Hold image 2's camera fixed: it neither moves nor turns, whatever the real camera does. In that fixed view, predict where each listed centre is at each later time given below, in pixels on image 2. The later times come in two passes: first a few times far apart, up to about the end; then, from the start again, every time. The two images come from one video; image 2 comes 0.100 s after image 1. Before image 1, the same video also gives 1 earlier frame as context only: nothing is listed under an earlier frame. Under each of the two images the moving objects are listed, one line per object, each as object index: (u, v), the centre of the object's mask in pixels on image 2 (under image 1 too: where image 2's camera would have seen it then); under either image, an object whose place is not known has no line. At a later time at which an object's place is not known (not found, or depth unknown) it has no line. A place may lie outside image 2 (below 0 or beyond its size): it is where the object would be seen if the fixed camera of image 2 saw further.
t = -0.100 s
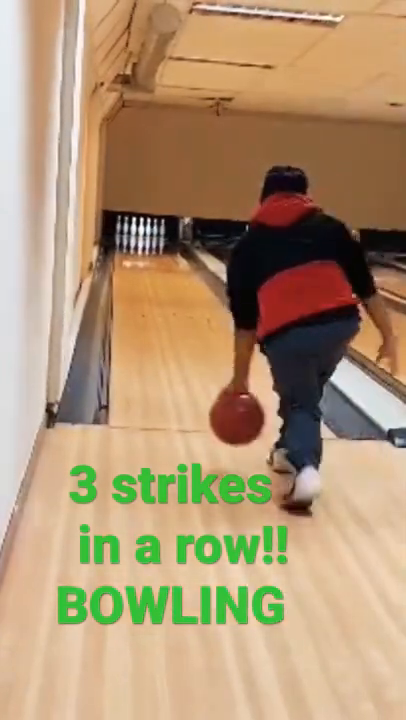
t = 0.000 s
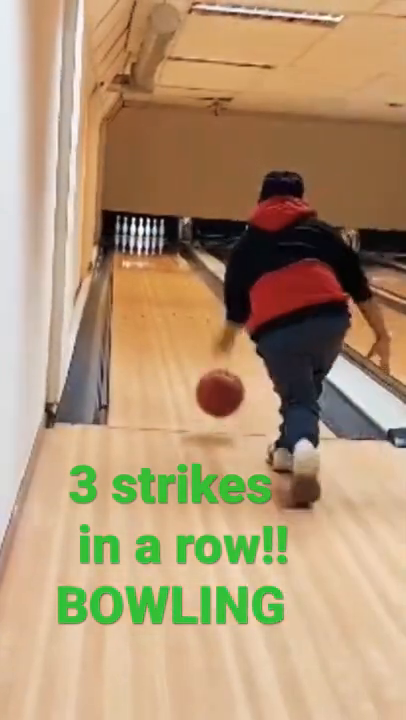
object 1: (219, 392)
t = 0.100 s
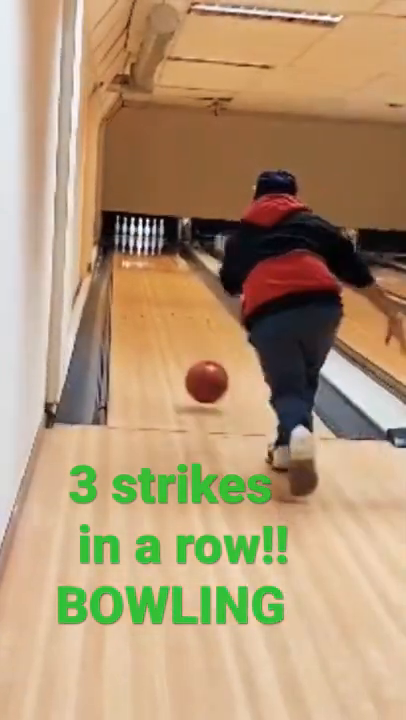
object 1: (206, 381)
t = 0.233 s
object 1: (193, 362)
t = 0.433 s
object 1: (180, 334)
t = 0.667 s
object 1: (165, 311)
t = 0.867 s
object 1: (151, 296)
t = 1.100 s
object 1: (152, 284)
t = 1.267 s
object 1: (149, 278)
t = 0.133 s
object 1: (202, 382)
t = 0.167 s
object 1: (199, 374)
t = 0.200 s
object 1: (196, 367)
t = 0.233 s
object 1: (193, 362)
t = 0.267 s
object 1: (191, 358)
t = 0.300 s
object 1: (188, 352)
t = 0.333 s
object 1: (186, 348)
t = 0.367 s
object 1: (184, 343)
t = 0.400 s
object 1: (182, 339)
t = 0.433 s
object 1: (180, 334)
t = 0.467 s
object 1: (178, 330)
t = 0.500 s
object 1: (176, 327)
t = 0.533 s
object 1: (175, 324)
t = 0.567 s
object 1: (173, 320)
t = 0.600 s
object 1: (170, 316)
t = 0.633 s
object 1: (167, 314)
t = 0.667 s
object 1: (165, 311)
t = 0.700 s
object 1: (162, 308)
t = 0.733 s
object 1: (158, 305)
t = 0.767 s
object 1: (155, 303)
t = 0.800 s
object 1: (153, 300)
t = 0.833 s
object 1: (151, 298)
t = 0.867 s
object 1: (151, 296)
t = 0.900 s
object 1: (151, 294)
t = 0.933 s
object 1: (150, 292)
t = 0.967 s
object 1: (150, 291)
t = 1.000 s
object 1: (151, 290)
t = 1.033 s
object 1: (151, 289)
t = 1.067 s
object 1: (151, 286)
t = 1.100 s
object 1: (152, 284)
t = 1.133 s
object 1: (152, 282)
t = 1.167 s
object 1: (151, 281)
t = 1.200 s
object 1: (150, 279)
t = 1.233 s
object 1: (149, 279)
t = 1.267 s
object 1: (149, 278)
